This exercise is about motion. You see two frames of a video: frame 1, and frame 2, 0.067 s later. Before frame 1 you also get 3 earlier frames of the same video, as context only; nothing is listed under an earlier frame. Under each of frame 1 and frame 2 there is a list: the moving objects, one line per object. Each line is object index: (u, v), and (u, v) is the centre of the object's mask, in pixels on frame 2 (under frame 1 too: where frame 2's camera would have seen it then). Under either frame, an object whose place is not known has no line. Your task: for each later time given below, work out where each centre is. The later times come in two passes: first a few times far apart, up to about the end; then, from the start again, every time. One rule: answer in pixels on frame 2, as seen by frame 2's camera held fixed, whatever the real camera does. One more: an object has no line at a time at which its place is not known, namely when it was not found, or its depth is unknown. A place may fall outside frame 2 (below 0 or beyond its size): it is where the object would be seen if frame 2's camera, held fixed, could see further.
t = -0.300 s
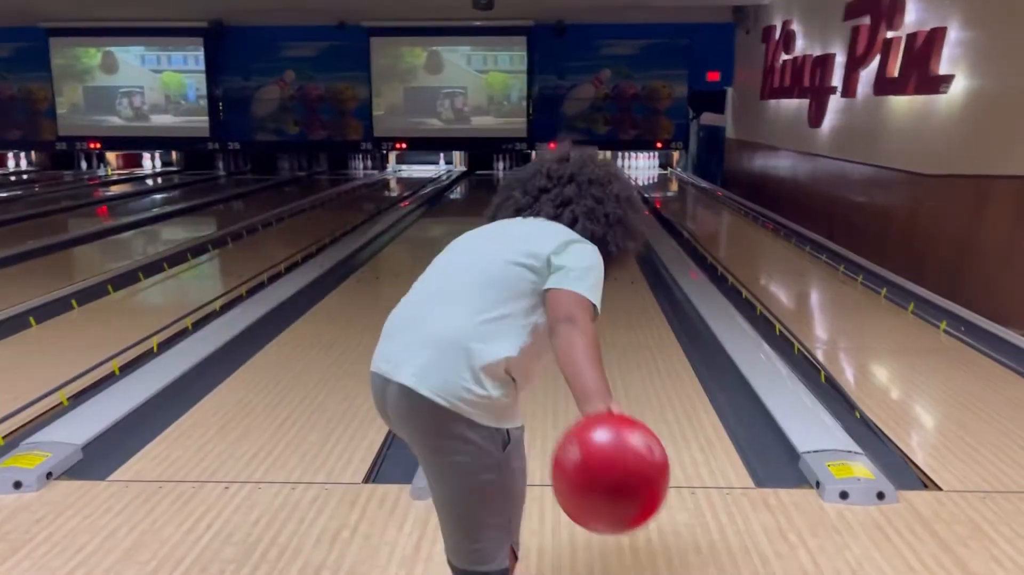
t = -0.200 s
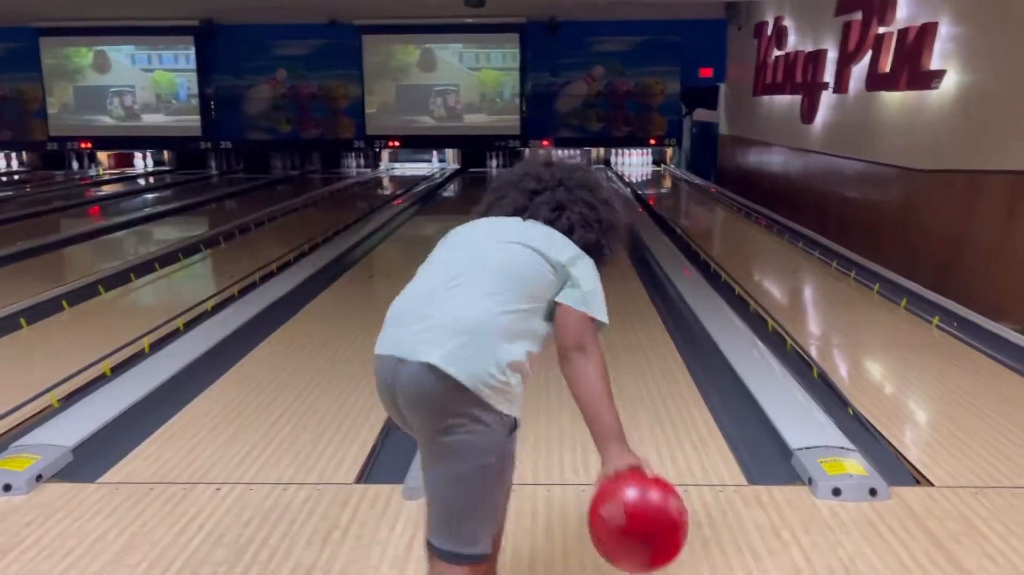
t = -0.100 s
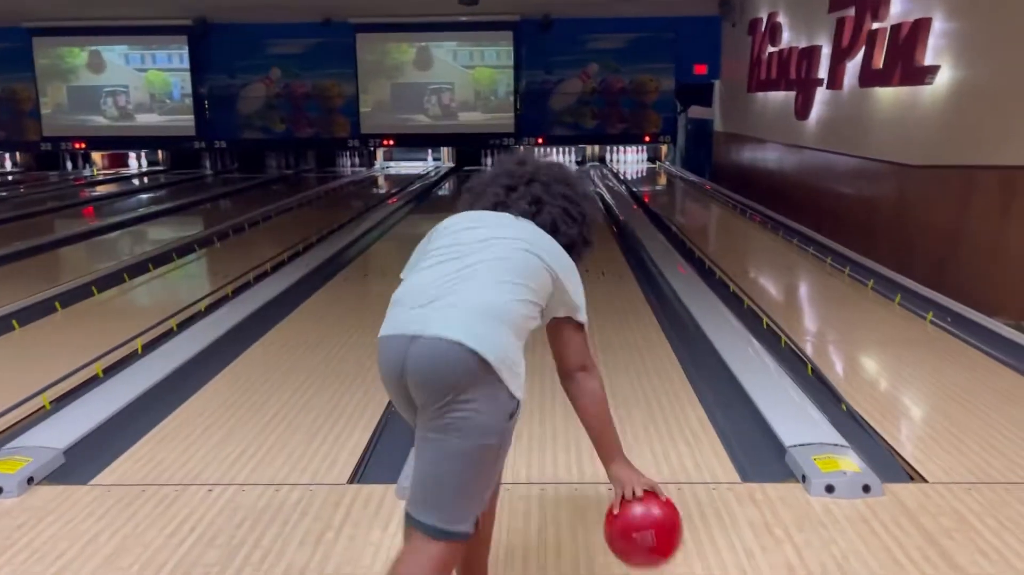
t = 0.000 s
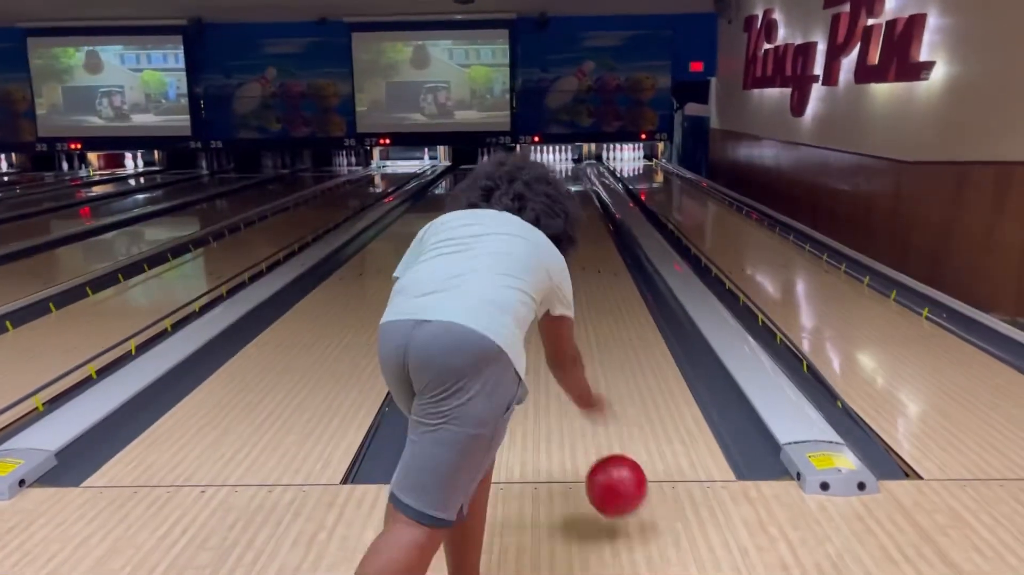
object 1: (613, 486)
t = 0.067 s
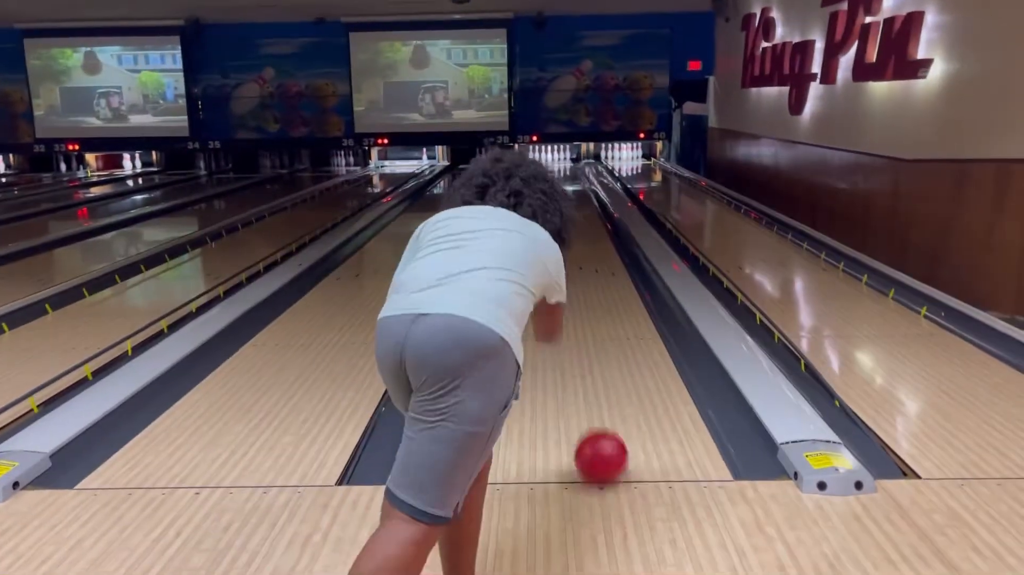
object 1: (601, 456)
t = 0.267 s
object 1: (578, 364)
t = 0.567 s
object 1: (558, 291)
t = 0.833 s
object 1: (545, 255)
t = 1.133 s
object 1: (538, 228)
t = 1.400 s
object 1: (537, 210)
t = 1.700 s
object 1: (536, 196)
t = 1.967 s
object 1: (535, 188)
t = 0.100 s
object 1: (596, 436)
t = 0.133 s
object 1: (592, 419)
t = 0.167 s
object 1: (588, 404)
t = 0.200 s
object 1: (584, 389)
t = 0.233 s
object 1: (580, 376)
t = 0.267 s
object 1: (578, 364)
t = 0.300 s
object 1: (575, 353)
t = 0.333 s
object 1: (572, 342)
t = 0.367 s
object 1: (570, 333)
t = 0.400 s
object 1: (568, 324)
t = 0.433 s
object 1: (566, 317)
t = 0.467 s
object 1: (564, 310)
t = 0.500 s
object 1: (562, 303)
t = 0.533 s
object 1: (559, 297)
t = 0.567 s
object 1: (558, 291)
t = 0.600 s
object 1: (555, 286)
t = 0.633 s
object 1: (553, 280)
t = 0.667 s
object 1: (551, 275)
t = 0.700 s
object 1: (550, 270)
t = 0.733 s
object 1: (549, 266)
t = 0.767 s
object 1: (548, 263)
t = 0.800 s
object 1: (546, 259)
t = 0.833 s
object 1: (545, 255)
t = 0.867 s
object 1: (544, 251)
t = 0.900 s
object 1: (543, 248)
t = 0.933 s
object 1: (543, 245)
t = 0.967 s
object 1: (542, 242)
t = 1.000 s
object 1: (541, 239)
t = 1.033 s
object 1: (540, 236)
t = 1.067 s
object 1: (540, 233)
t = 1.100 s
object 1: (539, 231)
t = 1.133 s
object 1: (538, 228)
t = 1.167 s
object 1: (538, 226)
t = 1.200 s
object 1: (538, 223)
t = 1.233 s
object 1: (537, 221)
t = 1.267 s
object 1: (537, 219)
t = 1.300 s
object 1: (537, 217)
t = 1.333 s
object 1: (537, 214)
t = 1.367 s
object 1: (537, 212)
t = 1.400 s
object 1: (537, 210)
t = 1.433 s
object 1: (536, 208)
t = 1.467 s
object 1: (537, 207)
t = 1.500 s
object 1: (537, 205)
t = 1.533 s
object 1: (534, 204)
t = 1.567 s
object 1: (535, 203)
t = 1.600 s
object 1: (535, 200)
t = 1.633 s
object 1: (536, 198)
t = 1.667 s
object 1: (535, 197)
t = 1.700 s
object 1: (536, 196)
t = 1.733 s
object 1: (536, 196)
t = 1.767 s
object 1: (535, 194)
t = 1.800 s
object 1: (536, 193)
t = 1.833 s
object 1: (536, 192)
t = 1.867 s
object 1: (535, 191)
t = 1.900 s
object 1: (536, 190)
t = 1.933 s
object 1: (535, 190)
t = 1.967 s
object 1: (535, 188)
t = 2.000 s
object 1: (534, 185)
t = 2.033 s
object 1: (534, 184)
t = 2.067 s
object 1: (533, 184)
